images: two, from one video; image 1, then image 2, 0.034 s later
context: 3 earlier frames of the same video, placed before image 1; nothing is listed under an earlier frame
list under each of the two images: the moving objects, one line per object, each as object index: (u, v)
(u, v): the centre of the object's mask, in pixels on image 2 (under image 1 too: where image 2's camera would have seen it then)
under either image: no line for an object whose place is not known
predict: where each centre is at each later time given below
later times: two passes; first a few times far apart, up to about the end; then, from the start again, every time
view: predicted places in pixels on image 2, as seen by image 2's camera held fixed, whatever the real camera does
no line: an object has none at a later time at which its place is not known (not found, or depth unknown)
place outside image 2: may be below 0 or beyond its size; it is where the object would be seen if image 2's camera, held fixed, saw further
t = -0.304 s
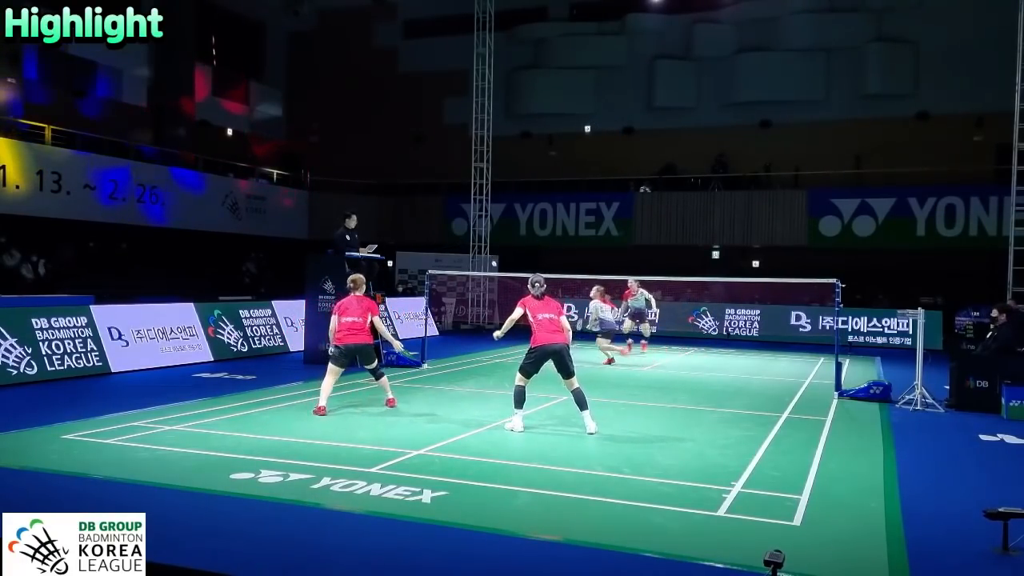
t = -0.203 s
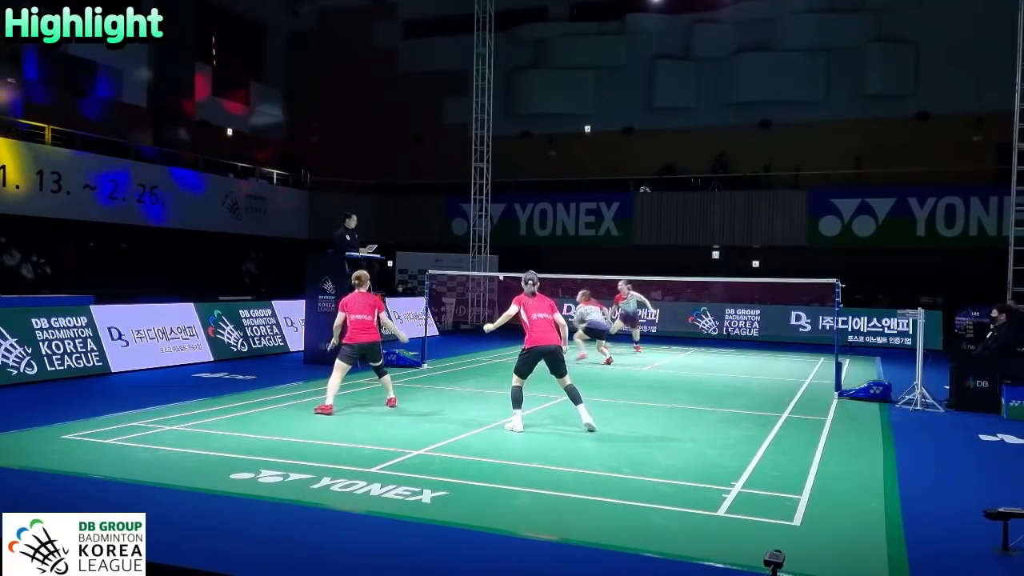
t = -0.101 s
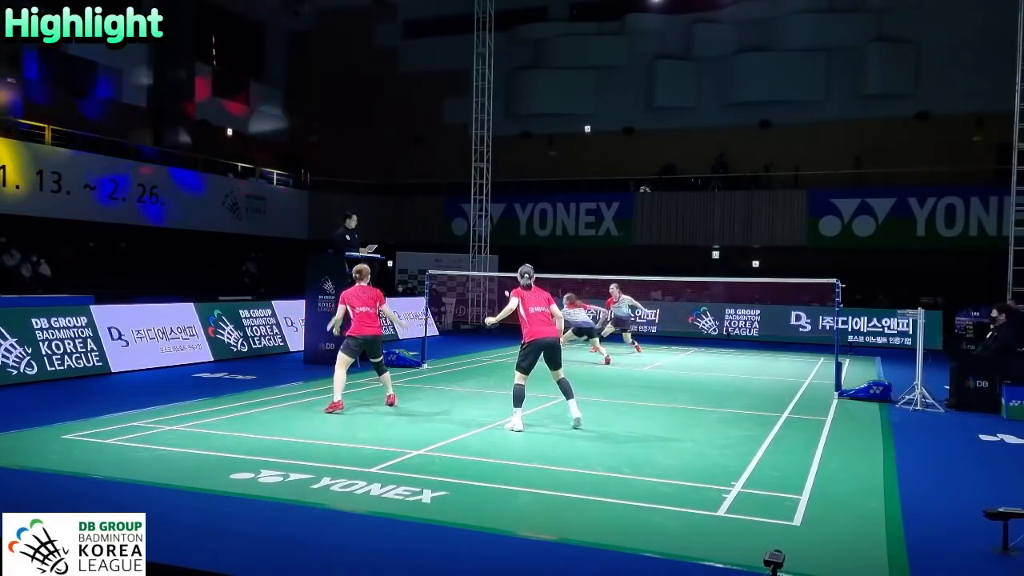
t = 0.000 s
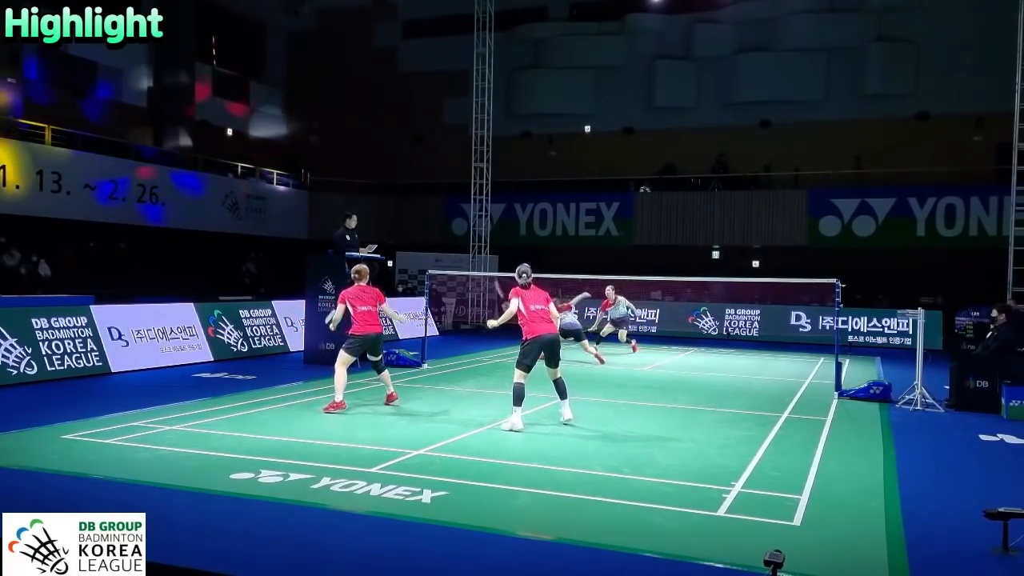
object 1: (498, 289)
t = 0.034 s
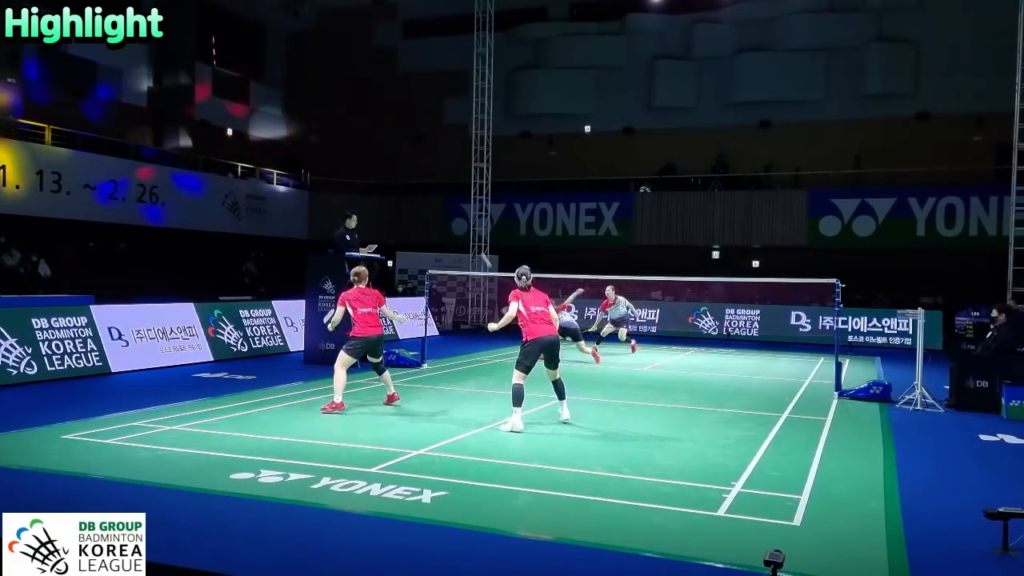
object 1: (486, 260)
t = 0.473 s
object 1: (357, 81)
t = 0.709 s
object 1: (302, 61)
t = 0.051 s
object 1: (478, 248)
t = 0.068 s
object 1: (471, 236)
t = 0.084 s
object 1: (465, 224)
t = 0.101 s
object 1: (460, 214)
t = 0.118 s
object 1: (454, 204)
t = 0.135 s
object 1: (448, 195)
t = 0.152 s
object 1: (443, 186)
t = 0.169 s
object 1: (437, 178)
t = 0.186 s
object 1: (432, 170)
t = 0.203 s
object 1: (427, 163)
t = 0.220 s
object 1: (423, 155)
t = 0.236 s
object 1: (418, 148)
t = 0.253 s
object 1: (413, 142)
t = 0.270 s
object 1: (408, 134)
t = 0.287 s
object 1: (404, 129)
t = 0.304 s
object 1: (399, 124)
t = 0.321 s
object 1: (395, 118)
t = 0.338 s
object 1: (391, 113)
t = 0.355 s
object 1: (387, 108)
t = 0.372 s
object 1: (382, 104)
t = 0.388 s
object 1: (378, 99)
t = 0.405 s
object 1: (374, 95)
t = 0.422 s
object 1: (370, 91)
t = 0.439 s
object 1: (366, 88)
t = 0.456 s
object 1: (362, 84)
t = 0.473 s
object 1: (357, 81)
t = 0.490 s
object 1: (353, 78)
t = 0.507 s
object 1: (349, 75)
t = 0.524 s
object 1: (345, 73)
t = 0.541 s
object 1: (342, 71)
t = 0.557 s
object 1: (337, 69)
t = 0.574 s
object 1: (333, 67)
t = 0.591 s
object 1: (330, 65)
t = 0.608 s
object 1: (325, 64)
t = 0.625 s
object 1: (322, 63)
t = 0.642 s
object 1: (318, 62)
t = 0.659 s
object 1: (314, 62)
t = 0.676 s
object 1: (310, 61)
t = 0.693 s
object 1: (306, 61)
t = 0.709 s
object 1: (302, 61)
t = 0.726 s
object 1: (298, 62)
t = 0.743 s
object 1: (294, 62)
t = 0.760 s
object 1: (290, 63)
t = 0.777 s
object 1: (286, 64)
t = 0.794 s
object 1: (282, 66)
